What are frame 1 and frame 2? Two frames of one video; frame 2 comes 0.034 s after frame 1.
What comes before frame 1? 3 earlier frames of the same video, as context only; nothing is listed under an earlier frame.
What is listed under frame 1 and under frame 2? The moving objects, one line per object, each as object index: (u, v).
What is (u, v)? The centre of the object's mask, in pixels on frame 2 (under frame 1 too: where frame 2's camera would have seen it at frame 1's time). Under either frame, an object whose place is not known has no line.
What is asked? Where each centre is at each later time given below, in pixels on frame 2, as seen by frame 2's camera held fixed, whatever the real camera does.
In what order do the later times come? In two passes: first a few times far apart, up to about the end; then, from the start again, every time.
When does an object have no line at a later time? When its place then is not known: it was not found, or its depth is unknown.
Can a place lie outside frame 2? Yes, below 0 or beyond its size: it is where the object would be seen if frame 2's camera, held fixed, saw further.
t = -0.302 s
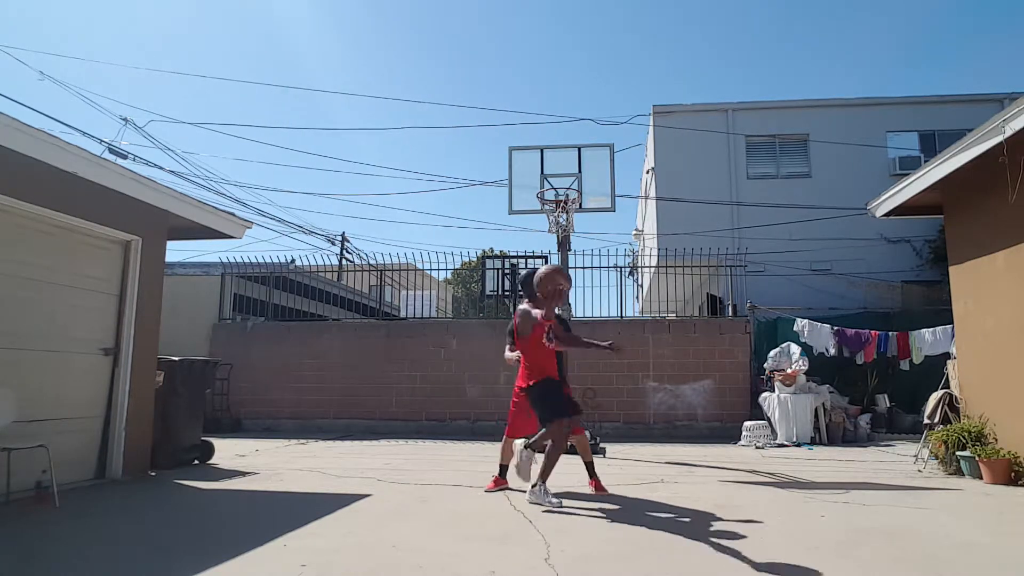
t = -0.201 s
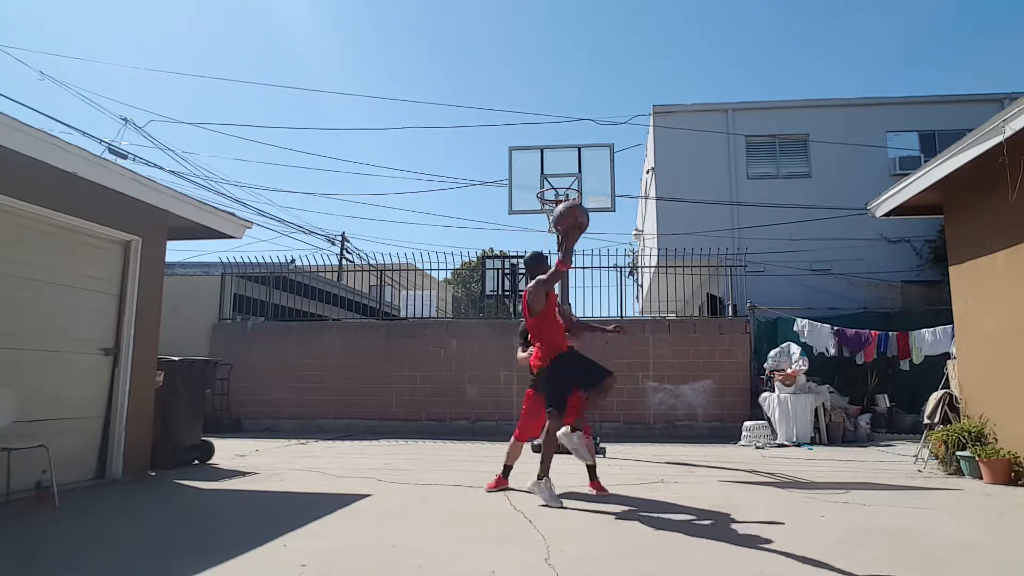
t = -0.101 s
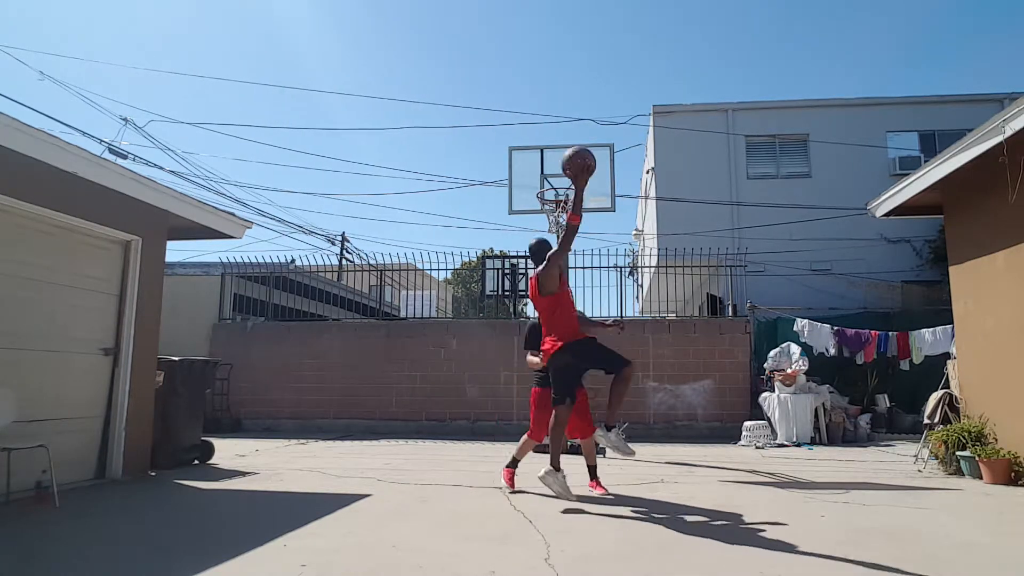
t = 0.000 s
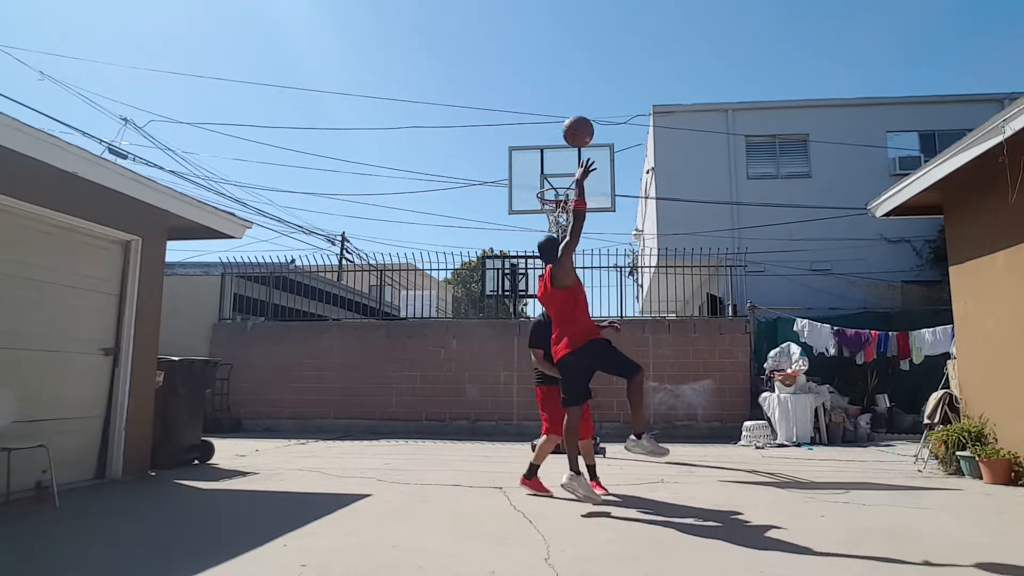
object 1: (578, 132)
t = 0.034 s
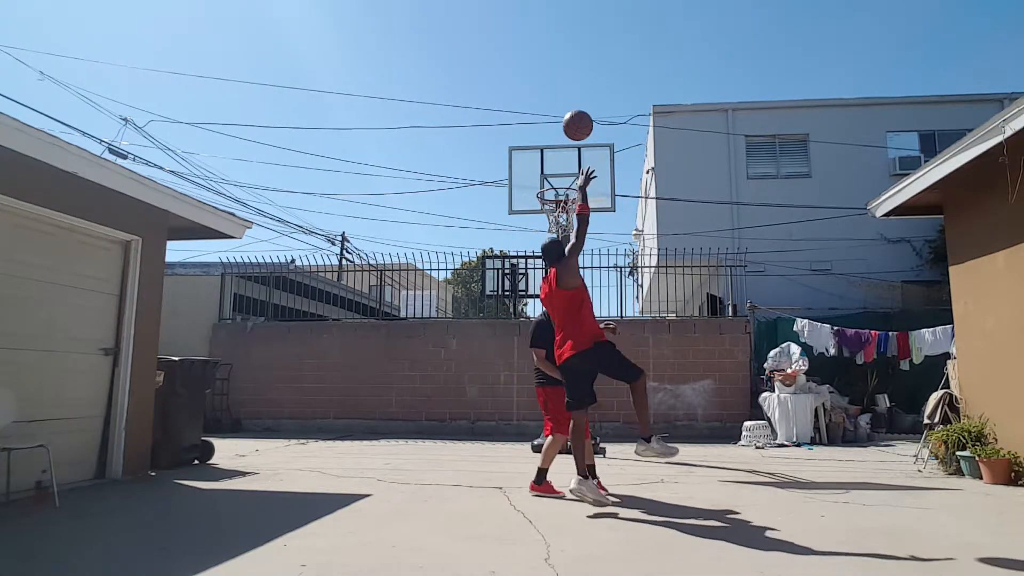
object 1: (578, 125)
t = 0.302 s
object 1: (576, 125)
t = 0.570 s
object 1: (574, 182)
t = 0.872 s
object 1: (569, 176)
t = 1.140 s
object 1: (561, 180)
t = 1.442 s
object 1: (551, 208)
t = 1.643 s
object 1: (553, 235)
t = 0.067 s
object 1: (577, 121)
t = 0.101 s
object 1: (577, 118)
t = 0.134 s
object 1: (577, 116)
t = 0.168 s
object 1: (577, 116)
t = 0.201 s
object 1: (576, 117)
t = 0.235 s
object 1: (576, 118)
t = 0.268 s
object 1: (576, 121)
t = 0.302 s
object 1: (576, 125)
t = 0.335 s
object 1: (575, 129)
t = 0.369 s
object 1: (575, 135)
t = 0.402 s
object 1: (575, 141)
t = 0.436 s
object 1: (575, 148)
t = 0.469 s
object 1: (575, 155)
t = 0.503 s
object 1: (574, 163)
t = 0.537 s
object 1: (574, 172)
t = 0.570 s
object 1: (574, 182)
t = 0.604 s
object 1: (574, 186)
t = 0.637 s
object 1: (575, 186)
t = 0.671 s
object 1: (573, 183)
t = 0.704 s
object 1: (573, 180)
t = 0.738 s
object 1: (571, 177)
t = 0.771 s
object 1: (571, 176)
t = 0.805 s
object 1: (570, 175)
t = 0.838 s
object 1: (570, 175)
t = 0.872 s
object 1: (569, 176)
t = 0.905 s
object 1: (568, 178)
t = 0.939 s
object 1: (567, 180)
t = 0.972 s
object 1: (567, 179)
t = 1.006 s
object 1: (566, 179)
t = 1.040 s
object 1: (565, 179)
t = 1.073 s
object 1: (564, 179)
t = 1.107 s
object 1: (562, 180)
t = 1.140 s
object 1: (561, 180)
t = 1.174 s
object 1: (561, 181)
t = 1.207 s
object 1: (560, 182)
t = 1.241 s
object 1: (559, 185)
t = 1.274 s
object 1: (558, 189)
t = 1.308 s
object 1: (557, 193)
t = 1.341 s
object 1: (555, 198)
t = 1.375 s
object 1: (554, 203)
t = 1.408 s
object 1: (553, 208)
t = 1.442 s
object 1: (551, 208)
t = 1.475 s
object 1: (547, 212)
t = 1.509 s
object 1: (550, 225)
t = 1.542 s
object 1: (552, 226)
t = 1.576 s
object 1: (551, 228)
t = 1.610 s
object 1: (552, 231)
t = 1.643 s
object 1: (553, 235)
